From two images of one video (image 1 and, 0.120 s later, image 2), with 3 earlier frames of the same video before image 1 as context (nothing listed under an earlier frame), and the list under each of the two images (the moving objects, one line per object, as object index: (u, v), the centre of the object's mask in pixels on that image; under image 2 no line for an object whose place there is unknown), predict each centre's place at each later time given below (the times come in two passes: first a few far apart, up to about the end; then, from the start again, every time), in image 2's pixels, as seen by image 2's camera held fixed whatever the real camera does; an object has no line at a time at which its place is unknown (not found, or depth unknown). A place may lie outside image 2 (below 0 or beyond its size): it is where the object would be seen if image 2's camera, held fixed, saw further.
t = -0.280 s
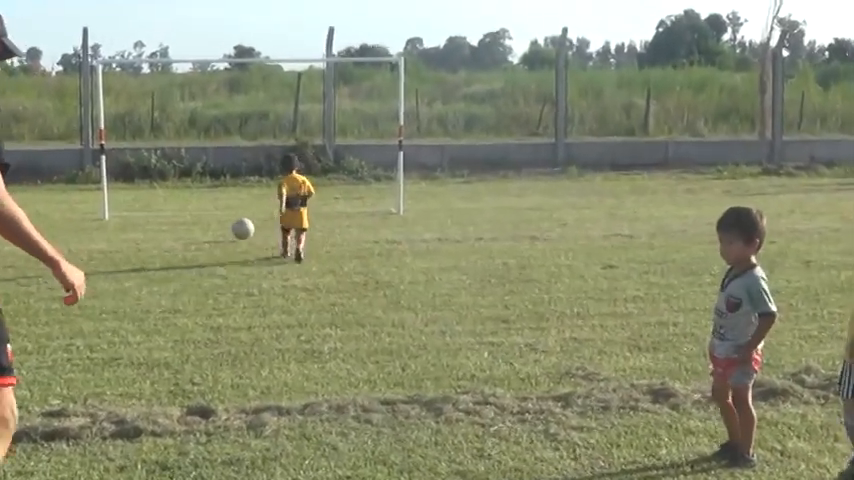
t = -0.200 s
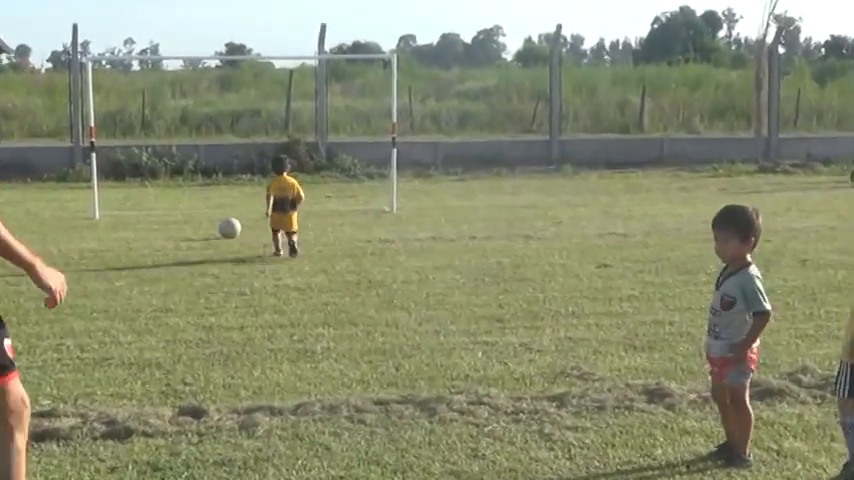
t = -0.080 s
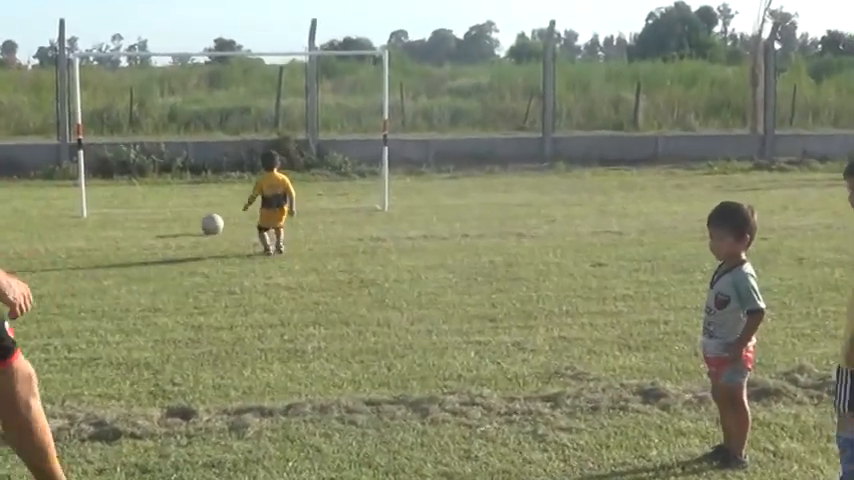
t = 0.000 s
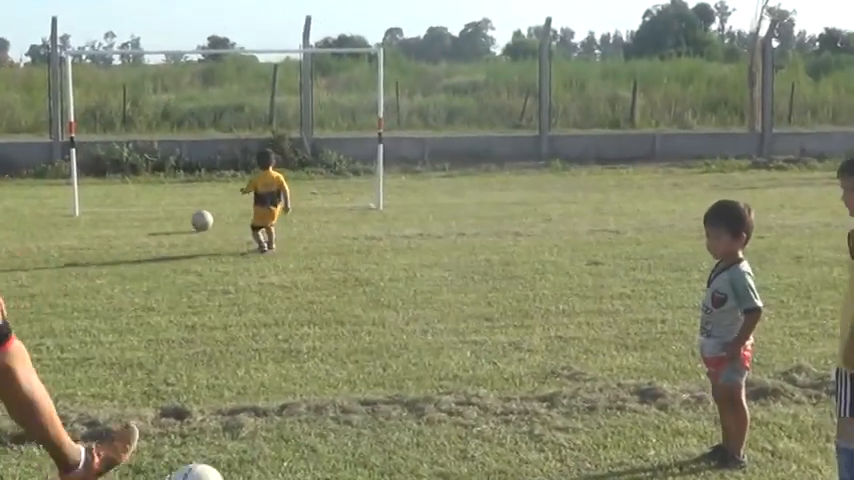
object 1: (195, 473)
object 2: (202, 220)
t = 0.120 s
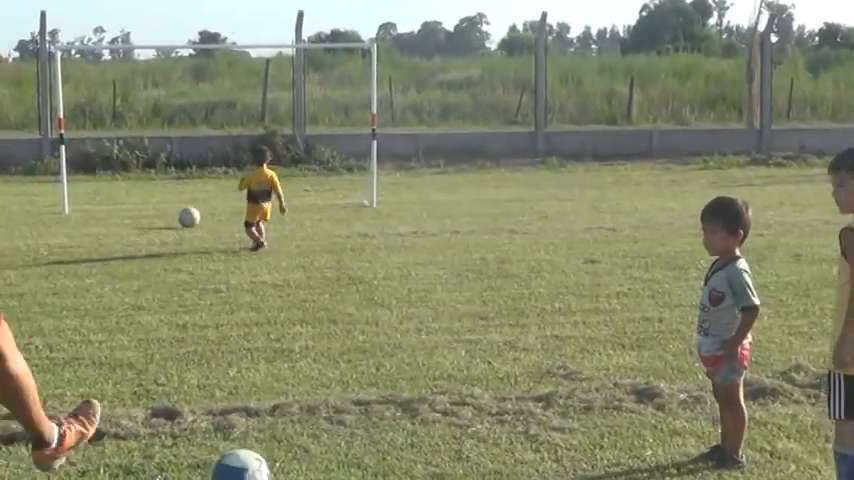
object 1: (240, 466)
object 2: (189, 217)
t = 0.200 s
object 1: (266, 458)
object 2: (183, 215)
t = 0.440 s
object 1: (322, 433)
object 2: (171, 213)
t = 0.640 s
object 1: (361, 418)
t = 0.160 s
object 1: (253, 462)
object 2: (186, 217)
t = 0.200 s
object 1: (266, 458)
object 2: (183, 215)
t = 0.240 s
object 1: (276, 454)
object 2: (181, 215)
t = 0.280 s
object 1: (286, 451)
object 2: (179, 215)
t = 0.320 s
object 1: (296, 443)
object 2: (176, 217)
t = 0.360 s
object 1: (303, 443)
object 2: (175, 215)
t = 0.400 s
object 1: (312, 440)
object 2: (173, 216)
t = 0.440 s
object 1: (322, 433)
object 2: (171, 213)
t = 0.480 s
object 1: (331, 427)
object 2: (169, 214)
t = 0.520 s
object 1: (340, 426)
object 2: (167, 211)
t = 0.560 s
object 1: (346, 425)
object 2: (167, 212)
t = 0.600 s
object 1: (355, 423)
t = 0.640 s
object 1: (361, 418)
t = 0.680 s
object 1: (369, 413)
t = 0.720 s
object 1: (375, 410)
